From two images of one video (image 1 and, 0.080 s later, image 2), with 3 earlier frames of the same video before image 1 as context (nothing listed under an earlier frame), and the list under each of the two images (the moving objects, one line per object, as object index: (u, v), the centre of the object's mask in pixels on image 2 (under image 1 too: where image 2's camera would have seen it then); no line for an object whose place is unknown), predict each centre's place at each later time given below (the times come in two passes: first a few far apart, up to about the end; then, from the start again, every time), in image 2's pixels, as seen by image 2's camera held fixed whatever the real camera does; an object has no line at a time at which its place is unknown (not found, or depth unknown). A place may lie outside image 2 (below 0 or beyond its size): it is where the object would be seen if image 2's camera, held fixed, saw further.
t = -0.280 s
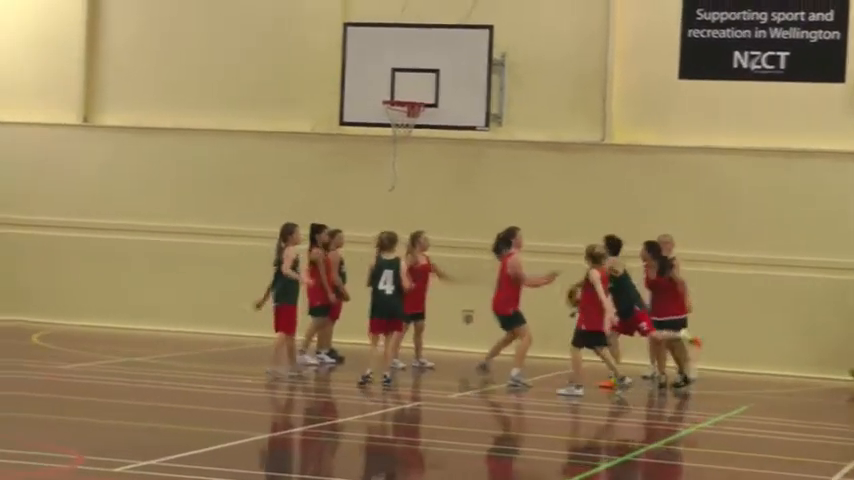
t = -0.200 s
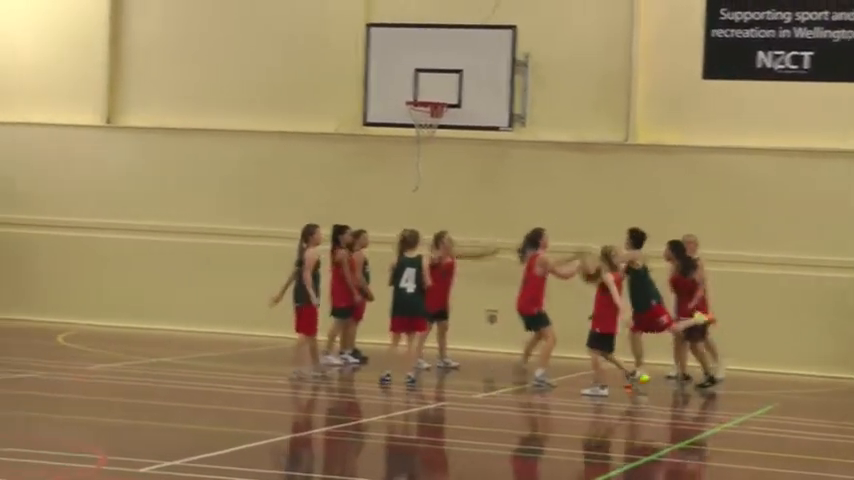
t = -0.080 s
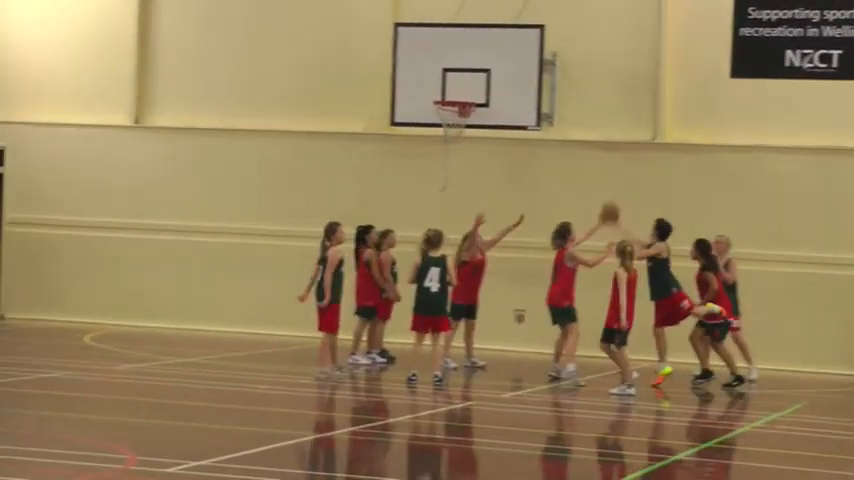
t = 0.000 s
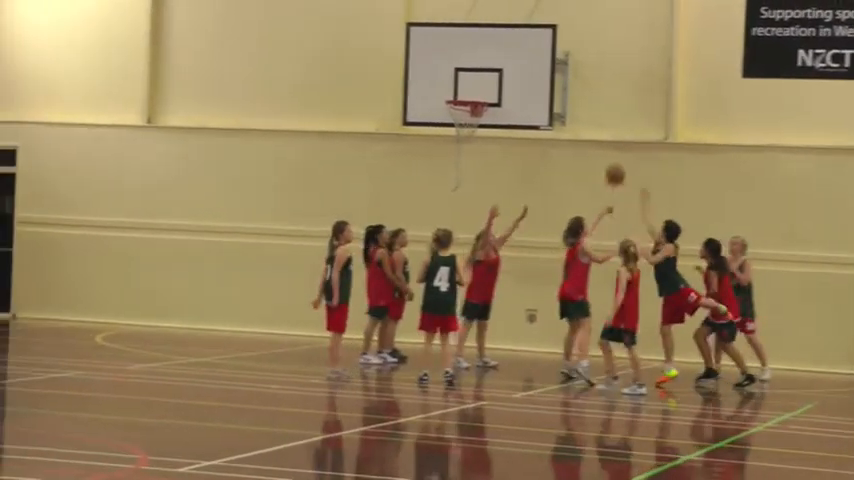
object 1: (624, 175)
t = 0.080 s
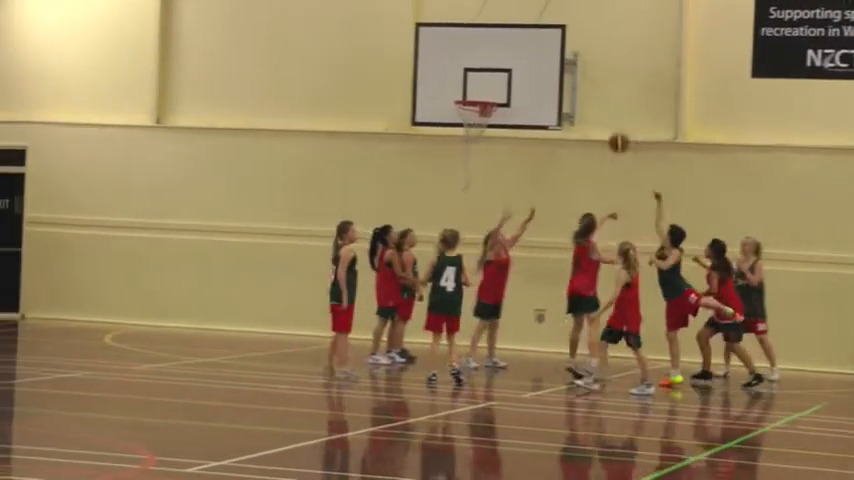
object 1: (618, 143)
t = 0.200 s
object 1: (610, 105)
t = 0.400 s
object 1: (594, 72)
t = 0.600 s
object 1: (577, 74)
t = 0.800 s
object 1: (558, 113)
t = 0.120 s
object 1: (616, 128)
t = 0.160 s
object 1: (612, 116)
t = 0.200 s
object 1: (610, 105)
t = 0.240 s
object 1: (607, 96)
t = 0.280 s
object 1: (603, 87)
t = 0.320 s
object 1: (600, 81)
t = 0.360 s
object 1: (597, 76)
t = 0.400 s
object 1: (594, 72)
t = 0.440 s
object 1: (590, 70)
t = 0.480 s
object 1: (588, 69)
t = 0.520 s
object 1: (585, 70)
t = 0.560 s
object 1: (581, 71)
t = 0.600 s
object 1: (577, 74)
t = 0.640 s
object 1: (573, 80)
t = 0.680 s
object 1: (571, 86)
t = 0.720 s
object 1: (568, 93)
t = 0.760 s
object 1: (562, 101)
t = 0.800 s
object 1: (558, 113)
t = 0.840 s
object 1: (555, 123)
